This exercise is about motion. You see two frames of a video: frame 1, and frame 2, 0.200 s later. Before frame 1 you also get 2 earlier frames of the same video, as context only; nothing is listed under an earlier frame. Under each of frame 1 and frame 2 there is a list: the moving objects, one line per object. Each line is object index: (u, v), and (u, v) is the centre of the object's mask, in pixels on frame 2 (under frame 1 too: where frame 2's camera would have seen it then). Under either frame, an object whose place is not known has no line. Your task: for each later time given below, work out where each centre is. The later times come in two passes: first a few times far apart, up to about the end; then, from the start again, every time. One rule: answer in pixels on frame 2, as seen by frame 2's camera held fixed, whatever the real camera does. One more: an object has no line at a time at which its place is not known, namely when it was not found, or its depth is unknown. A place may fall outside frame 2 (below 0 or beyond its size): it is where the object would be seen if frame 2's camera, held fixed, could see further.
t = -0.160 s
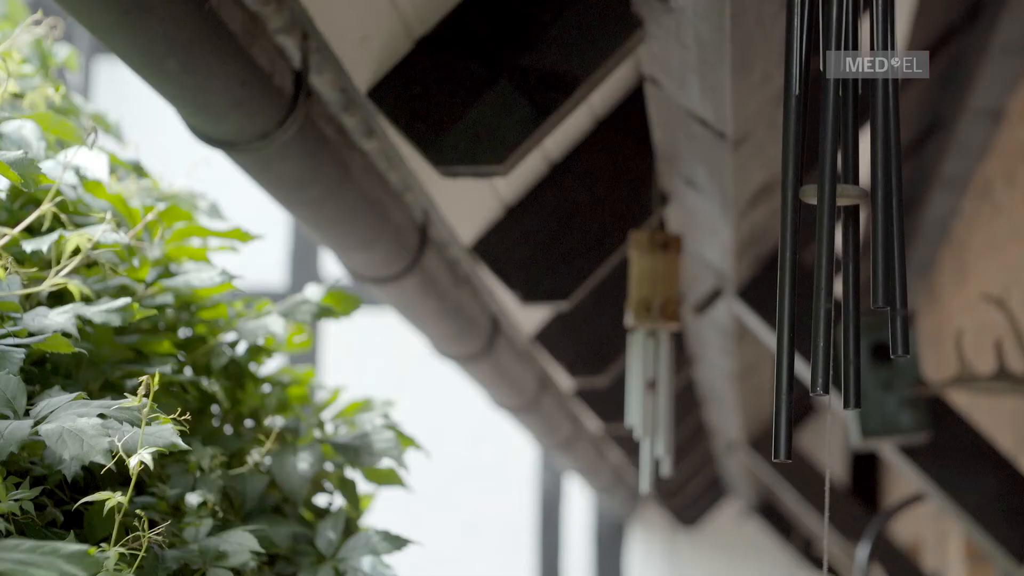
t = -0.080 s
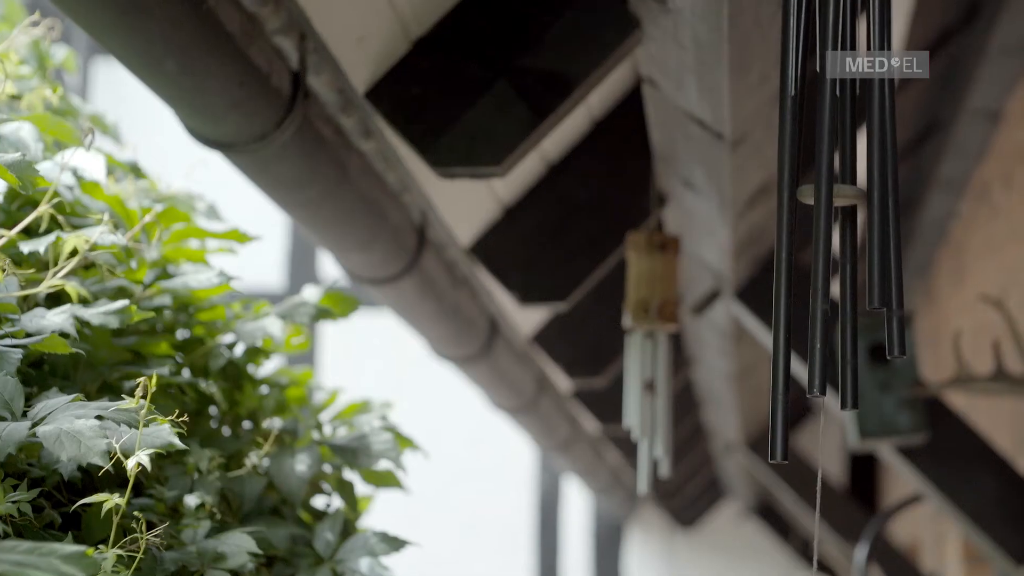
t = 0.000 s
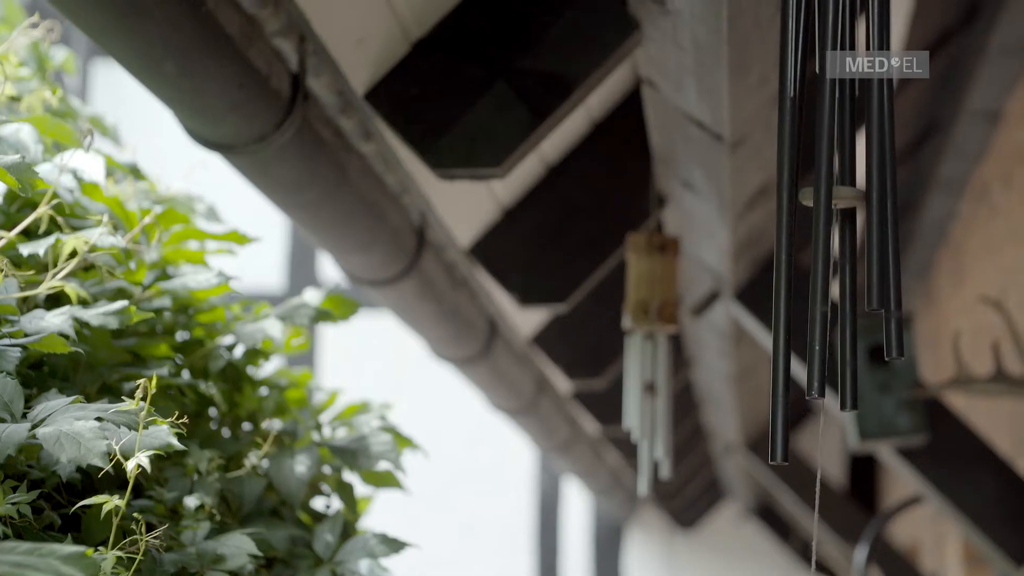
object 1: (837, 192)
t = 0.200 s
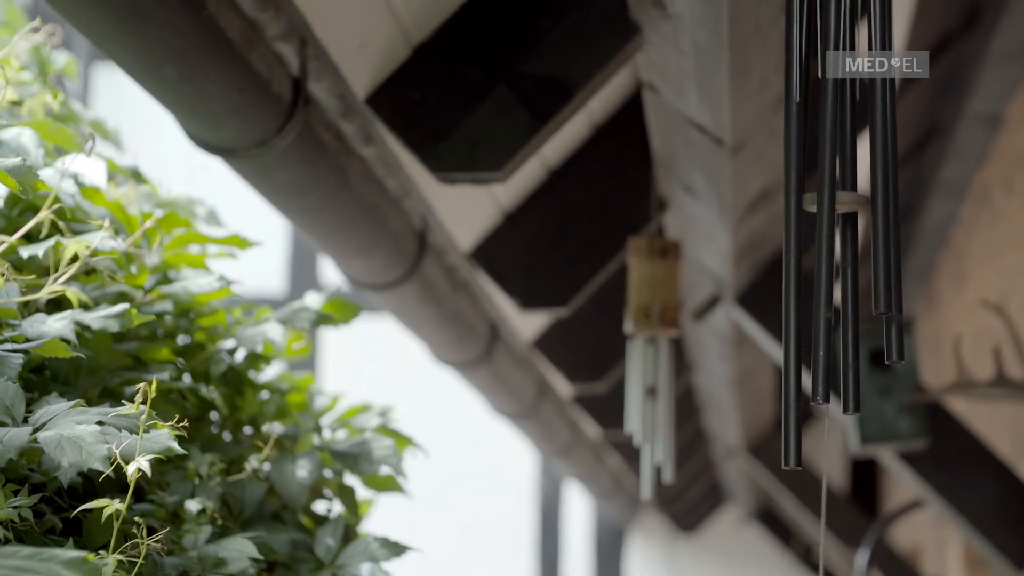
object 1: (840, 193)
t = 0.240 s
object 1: (840, 193)
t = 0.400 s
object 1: (842, 195)
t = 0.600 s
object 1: (845, 194)
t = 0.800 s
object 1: (847, 192)
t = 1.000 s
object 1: (841, 191)
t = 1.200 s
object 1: (838, 192)
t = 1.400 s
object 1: (839, 194)
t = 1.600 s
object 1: (841, 192)
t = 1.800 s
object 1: (845, 190)
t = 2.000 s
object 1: (845, 195)
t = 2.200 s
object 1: (844, 197)
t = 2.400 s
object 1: (843, 201)
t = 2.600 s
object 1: (841, 204)
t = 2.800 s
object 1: (839, 204)
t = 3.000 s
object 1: (837, 205)
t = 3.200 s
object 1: (839, 208)
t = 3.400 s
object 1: (843, 213)
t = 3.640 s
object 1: (848, 214)
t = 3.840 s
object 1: (846, 213)
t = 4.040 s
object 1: (843, 212)
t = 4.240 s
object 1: (843, 208)
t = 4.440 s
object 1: (845, 209)
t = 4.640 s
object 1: (848, 210)
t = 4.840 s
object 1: (848, 209)
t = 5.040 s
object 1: (846, 207)
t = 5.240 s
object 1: (846, 207)
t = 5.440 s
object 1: (846, 203)
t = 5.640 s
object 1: (847, 203)
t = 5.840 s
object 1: (844, 204)
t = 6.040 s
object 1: (842, 208)
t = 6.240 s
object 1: (841, 209)
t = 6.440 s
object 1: (842, 211)
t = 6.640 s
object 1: (841, 210)
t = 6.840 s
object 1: (842, 218)
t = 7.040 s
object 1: (841, 219)
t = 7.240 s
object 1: (838, 217)
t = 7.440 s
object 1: (837, 213)
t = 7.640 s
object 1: (840, 213)
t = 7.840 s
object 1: (839, 219)
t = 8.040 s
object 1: (838, 220)
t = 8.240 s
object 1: (839, 215)
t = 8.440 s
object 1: (842, 213)
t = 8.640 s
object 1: (842, 216)
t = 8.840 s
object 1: (840, 223)
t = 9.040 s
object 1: (842, 212)
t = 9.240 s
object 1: (841, 208)
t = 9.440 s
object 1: (841, 204)
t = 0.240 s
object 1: (840, 193)
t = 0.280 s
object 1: (841, 193)
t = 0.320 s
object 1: (842, 193)
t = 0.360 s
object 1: (843, 193)
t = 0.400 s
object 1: (842, 195)
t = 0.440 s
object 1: (843, 193)
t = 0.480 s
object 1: (844, 194)
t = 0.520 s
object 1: (845, 193)
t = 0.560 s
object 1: (845, 193)
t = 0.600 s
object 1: (845, 194)
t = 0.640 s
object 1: (845, 192)
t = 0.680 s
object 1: (847, 193)
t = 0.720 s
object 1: (847, 191)
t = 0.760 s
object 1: (847, 192)
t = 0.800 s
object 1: (847, 192)
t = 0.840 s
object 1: (846, 193)
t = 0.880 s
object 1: (845, 192)
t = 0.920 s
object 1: (843, 192)
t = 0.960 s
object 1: (842, 192)
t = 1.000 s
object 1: (841, 191)
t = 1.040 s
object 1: (841, 191)
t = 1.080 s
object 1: (839, 189)
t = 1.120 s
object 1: (838, 190)
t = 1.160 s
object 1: (838, 191)
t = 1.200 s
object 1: (838, 192)
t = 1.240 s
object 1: (838, 191)
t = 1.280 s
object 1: (839, 189)
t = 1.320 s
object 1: (839, 190)
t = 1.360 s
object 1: (839, 192)
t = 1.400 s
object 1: (839, 194)
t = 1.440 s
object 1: (840, 193)
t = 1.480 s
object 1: (840, 194)
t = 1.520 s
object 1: (840, 194)
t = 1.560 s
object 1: (840, 193)
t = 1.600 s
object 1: (841, 192)
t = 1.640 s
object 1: (841, 191)
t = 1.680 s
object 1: (843, 189)
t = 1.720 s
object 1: (844, 191)
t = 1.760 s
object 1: (845, 191)
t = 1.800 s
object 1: (845, 190)
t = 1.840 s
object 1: (846, 190)
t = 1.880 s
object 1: (846, 191)
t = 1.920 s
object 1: (845, 191)
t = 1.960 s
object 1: (846, 194)
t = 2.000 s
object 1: (845, 195)
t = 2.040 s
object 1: (846, 193)
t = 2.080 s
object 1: (845, 192)
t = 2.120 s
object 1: (845, 193)
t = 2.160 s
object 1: (846, 198)
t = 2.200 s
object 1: (844, 197)
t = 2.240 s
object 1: (844, 200)
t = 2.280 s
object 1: (845, 205)
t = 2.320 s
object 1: (843, 200)
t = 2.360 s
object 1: (843, 200)
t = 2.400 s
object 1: (843, 201)
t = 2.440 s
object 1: (843, 199)
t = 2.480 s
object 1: (842, 202)
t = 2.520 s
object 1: (842, 204)
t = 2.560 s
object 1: (842, 204)
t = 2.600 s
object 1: (841, 204)
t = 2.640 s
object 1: (841, 204)
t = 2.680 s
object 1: (841, 204)
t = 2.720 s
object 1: (840, 204)
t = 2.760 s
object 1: (839, 204)
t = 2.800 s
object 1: (839, 204)
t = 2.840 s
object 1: (838, 205)
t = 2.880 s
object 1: (838, 205)
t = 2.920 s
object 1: (838, 202)
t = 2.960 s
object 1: (837, 204)
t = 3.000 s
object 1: (837, 205)
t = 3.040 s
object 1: (837, 207)
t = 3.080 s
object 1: (837, 207)
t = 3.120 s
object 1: (837, 207)
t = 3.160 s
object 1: (838, 207)
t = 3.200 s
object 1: (839, 208)
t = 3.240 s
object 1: (840, 209)
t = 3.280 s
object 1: (841, 208)
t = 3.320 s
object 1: (841, 209)
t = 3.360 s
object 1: (842, 209)
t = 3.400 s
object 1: (843, 213)
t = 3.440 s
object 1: (844, 212)
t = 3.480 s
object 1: (845, 212)
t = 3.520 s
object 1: (845, 213)
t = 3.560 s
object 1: (845, 213)
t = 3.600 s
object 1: (845, 214)
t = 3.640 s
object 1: (848, 214)
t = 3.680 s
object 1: (848, 213)
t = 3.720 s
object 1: (847, 213)
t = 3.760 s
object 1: (847, 212)
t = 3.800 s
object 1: (845, 210)
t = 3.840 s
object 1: (846, 213)
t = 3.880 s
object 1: (845, 213)
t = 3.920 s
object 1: (845, 213)
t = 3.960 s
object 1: (844, 213)
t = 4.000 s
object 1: (844, 212)
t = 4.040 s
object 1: (843, 212)
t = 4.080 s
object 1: (843, 212)
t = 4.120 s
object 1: (842, 209)
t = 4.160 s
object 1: (842, 209)
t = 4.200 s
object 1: (842, 209)
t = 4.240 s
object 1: (843, 208)
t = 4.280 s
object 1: (843, 207)
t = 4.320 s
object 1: (843, 208)
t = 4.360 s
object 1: (844, 208)
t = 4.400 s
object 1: (845, 209)
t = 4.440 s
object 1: (845, 209)
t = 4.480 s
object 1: (846, 209)
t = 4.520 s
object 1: (846, 209)
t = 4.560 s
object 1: (847, 209)
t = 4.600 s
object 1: (847, 210)
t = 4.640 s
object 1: (848, 210)
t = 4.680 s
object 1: (848, 211)
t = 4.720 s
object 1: (849, 211)
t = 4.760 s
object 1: (849, 211)
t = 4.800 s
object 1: (848, 209)
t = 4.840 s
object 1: (848, 209)
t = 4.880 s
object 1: (847, 208)
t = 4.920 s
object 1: (848, 209)
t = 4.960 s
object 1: (848, 208)
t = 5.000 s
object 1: (847, 208)
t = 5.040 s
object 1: (846, 207)
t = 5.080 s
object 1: (846, 208)
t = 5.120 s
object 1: (846, 208)
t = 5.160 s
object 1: (846, 208)
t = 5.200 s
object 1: (845, 208)
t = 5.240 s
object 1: (846, 207)
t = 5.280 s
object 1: (846, 206)
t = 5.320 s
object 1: (846, 205)
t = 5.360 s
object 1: (846, 206)
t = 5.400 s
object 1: (847, 208)
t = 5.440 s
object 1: (846, 203)
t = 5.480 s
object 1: (846, 203)
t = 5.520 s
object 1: (847, 203)
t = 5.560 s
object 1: (847, 202)
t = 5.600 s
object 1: (847, 203)
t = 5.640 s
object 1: (847, 203)
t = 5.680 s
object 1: (846, 203)
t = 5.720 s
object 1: (846, 204)
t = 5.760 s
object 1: (846, 204)
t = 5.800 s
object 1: (845, 204)
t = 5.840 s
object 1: (844, 204)
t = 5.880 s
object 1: (842, 207)
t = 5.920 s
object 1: (843, 205)
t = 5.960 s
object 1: (841, 208)
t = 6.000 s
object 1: (841, 210)
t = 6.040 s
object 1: (842, 208)
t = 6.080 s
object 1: (842, 208)
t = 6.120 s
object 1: (841, 209)
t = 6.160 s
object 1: (841, 210)
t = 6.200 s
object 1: (841, 210)
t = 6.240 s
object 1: (841, 209)
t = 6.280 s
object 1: (841, 208)
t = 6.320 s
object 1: (842, 210)
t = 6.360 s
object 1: (841, 211)
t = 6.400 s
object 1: (842, 211)
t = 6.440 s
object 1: (842, 211)
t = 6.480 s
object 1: (842, 211)
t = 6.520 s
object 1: (842, 211)
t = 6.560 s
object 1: (841, 209)
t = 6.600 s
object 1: (841, 209)
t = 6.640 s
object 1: (841, 210)
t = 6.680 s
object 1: (841, 210)
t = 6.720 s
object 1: (841, 213)
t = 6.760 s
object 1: (841, 214)
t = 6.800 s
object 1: (841, 215)
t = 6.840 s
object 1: (842, 218)
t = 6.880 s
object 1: (842, 218)
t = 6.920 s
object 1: (842, 220)
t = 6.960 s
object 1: (841, 221)
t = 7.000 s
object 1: (842, 219)
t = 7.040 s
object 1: (841, 219)
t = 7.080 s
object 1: (840, 220)
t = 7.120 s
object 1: (839, 219)
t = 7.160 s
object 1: (837, 218)
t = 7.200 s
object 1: (838, 215)
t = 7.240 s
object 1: (838, 217)
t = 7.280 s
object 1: (838, 217)
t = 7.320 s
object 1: (837, 215)
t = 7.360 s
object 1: (837, 215)
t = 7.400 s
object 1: (837, 214)
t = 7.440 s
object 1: (837, 213)
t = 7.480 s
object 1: (838, 212)
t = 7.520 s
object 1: (838, 212)
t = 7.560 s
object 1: (839, 212)
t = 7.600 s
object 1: (839, 213)
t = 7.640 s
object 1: (840, 213)
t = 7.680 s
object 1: (840, 214)
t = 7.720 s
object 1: (840, 215)
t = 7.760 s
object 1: (840, 217)
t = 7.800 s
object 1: (839, 219)
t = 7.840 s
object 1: (839, 219)
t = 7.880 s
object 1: (838, 221)
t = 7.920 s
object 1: (839, 221)
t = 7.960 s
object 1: (839, 221)
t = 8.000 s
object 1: (838, 221)
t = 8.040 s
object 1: (838, 220)
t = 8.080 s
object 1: (838, 219)
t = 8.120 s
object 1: (838, 219)
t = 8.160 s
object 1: (839, 218)
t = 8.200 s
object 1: (839, 215)
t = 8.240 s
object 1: (839, 215)
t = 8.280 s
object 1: (840, 215)
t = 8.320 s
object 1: (840, 215)
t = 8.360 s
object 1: (841, 215)
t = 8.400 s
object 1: (841, 216)
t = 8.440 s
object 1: (842, 213)
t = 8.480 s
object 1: (842, 216)
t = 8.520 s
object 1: (843, 216)
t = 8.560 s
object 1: (844, 219)
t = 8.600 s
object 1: (843, 215)
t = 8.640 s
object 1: (842, 216)
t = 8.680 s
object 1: (843, 220)
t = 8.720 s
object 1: (841, 221)
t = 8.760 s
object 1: (842, 220)
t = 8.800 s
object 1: (842, 220)
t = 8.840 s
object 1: (840, 223)
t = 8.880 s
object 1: (840, 220)
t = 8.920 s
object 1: (841, 217)
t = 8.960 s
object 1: (841, 221)
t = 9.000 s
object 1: (841, 217)
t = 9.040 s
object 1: (842, 212)
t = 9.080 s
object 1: (843, 218)
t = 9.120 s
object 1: (842, 213)
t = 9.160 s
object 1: (842, 210)
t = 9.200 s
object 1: (841, 208)
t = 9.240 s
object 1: (841, 208)
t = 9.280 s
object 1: (841, 208)
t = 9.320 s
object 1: (841, 208)
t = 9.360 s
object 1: (840, 207)
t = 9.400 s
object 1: (840, 205)
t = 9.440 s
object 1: (841, 204)
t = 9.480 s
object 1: (841, 204)
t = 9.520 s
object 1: (841, 203)
